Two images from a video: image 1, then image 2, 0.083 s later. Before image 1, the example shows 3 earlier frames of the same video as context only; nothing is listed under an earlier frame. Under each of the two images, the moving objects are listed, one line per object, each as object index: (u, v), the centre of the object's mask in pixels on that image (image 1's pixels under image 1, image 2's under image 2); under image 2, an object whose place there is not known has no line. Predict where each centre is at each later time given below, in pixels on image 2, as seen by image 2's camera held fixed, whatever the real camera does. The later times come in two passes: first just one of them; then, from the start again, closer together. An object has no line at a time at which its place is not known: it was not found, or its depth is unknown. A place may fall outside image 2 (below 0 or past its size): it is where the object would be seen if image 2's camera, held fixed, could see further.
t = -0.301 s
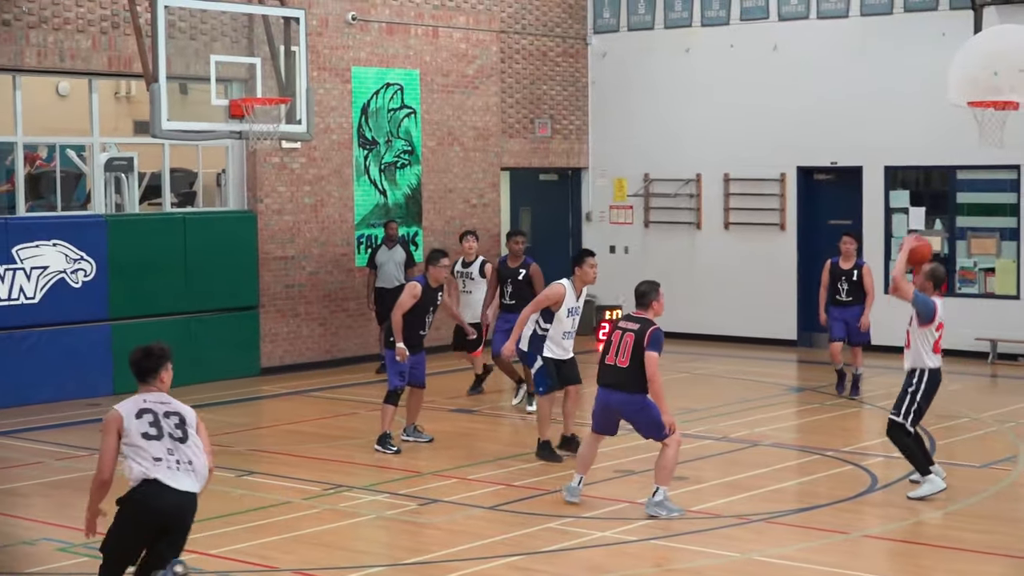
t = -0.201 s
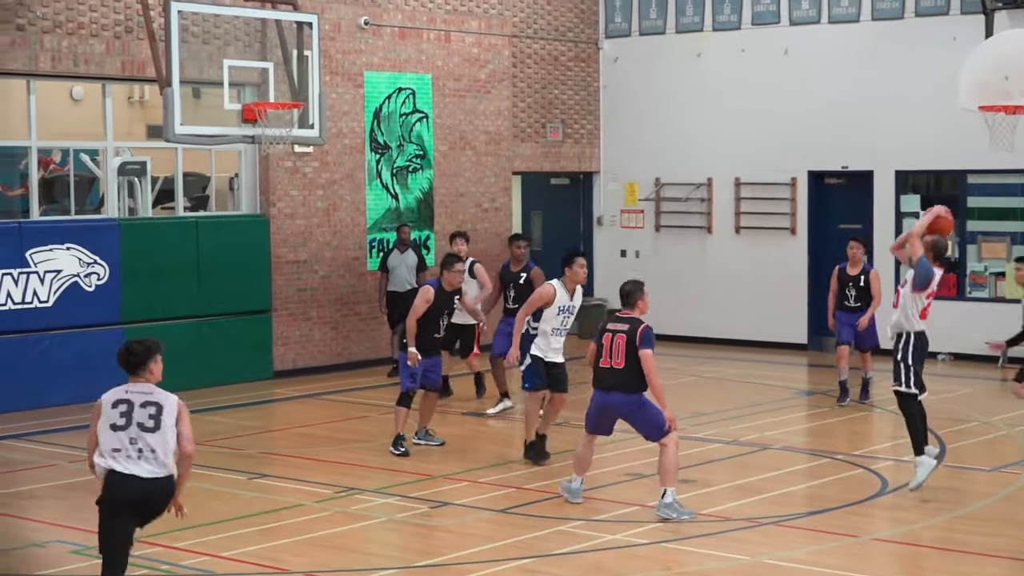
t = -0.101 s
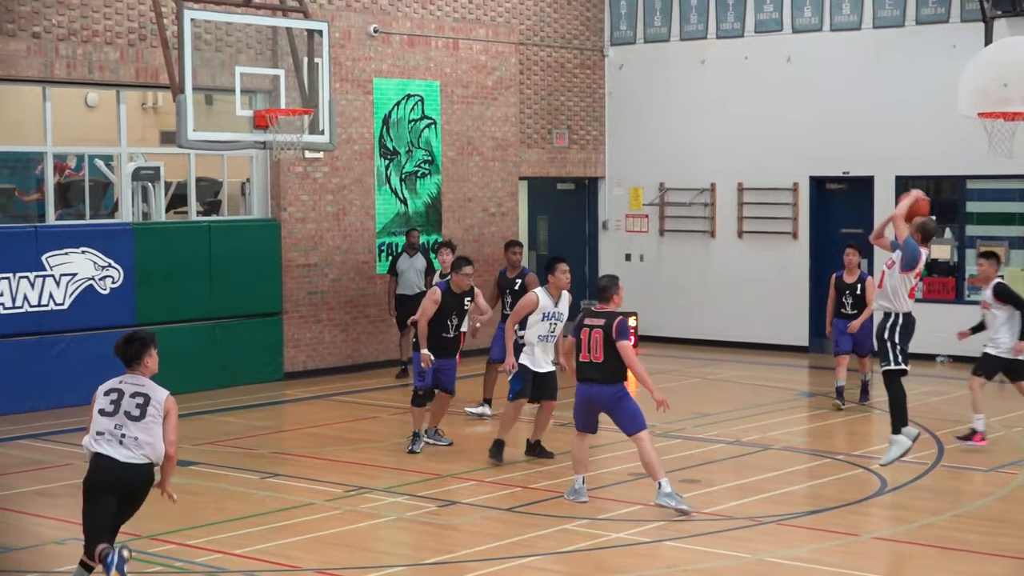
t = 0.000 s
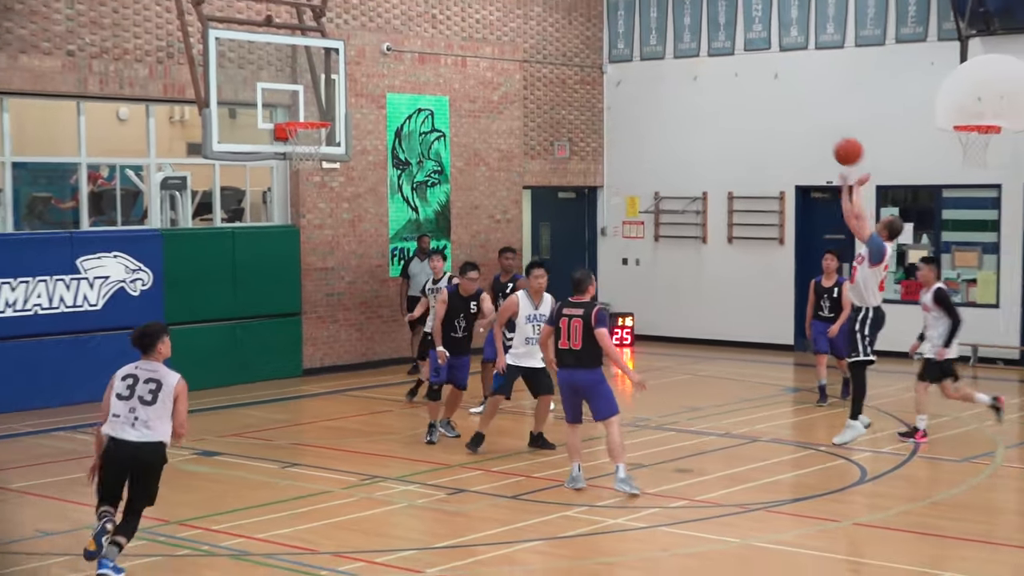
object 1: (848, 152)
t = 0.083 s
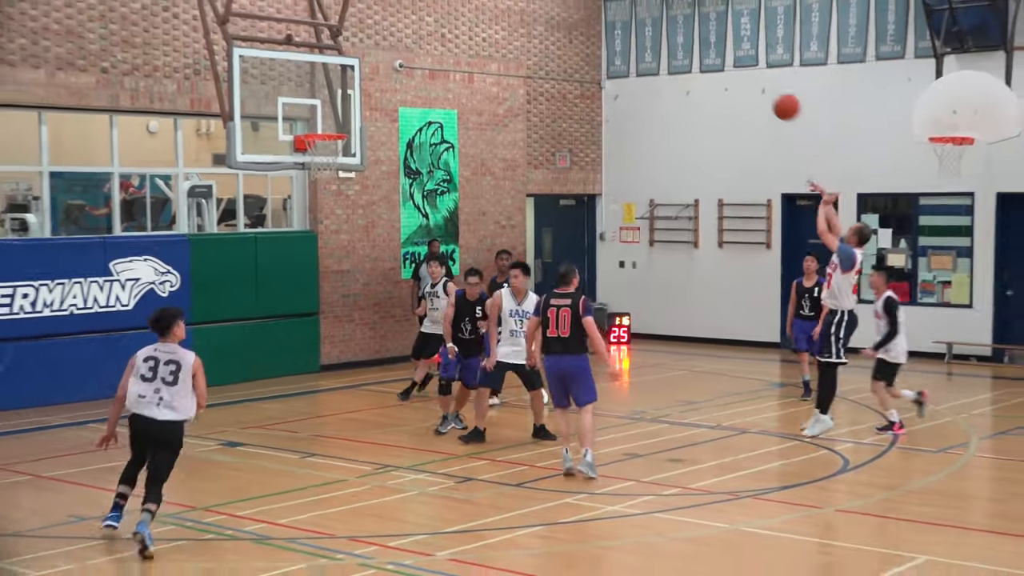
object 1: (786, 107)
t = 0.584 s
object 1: (553, -30)
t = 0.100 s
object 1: (778, 97)
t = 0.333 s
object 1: (659, 0)
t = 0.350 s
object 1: (652, -4)
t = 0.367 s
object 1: (644, -8)
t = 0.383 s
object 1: (636, -12)
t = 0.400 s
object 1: (629, -15)
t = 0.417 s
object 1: (622, -18)
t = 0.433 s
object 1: (614, -21)
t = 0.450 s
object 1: (607, -24)
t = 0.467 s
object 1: (600, -26)
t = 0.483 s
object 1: (592, -27)
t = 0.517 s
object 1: (578, -30)
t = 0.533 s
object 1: (571, -29)
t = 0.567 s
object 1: (557, -30)
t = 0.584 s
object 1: (553, -30)
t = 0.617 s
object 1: (537, -30)
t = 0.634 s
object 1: (530, -30)
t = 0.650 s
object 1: (523, -29)
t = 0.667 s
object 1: (516, -29)
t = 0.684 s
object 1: (509, -27)
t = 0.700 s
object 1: (503, -26)
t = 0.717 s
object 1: (496, -25)
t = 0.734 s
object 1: (491, -24)
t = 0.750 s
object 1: (484, -20)
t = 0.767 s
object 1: (477, -17)
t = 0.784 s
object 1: (471, -15)
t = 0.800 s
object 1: (465, -12)
